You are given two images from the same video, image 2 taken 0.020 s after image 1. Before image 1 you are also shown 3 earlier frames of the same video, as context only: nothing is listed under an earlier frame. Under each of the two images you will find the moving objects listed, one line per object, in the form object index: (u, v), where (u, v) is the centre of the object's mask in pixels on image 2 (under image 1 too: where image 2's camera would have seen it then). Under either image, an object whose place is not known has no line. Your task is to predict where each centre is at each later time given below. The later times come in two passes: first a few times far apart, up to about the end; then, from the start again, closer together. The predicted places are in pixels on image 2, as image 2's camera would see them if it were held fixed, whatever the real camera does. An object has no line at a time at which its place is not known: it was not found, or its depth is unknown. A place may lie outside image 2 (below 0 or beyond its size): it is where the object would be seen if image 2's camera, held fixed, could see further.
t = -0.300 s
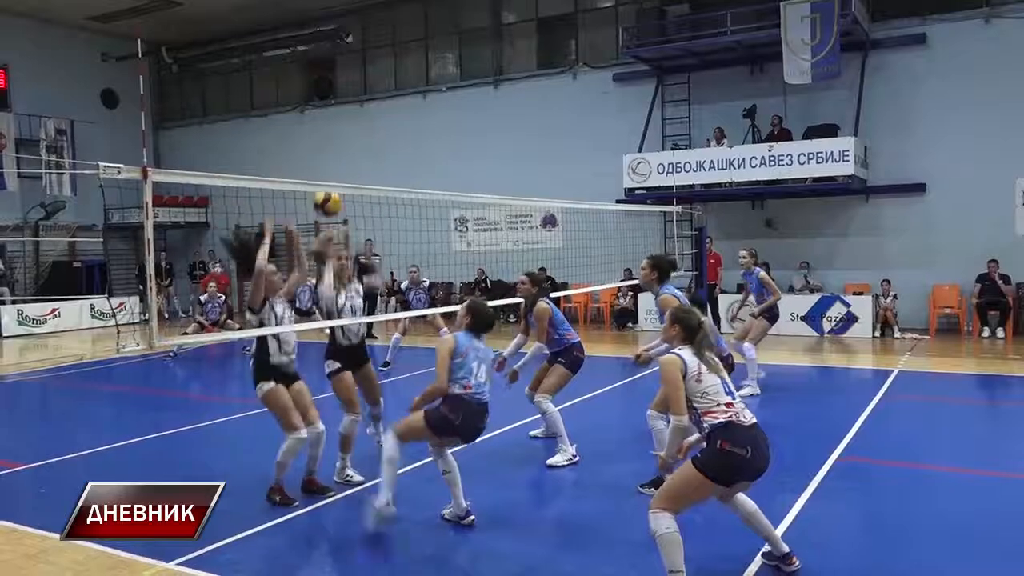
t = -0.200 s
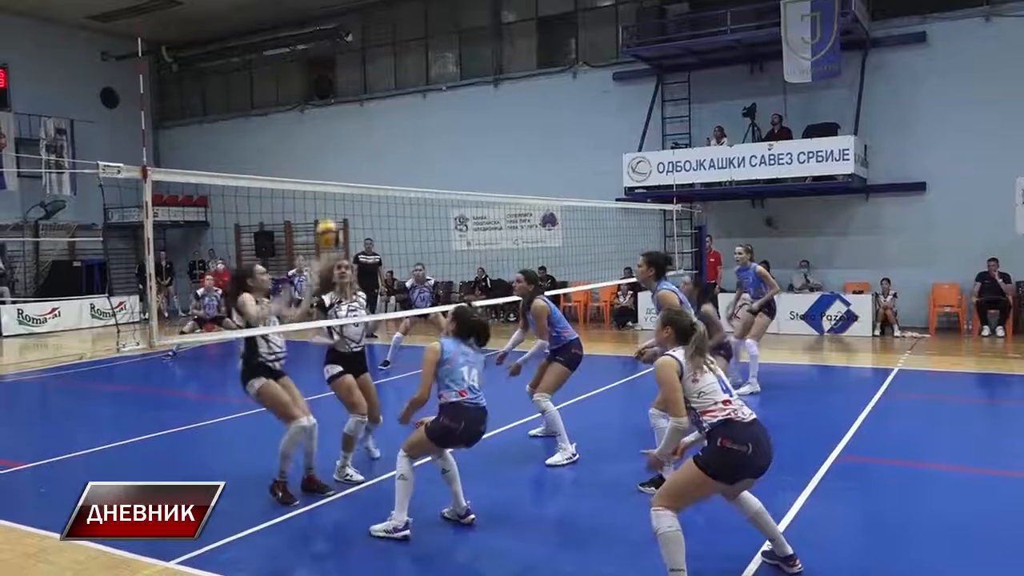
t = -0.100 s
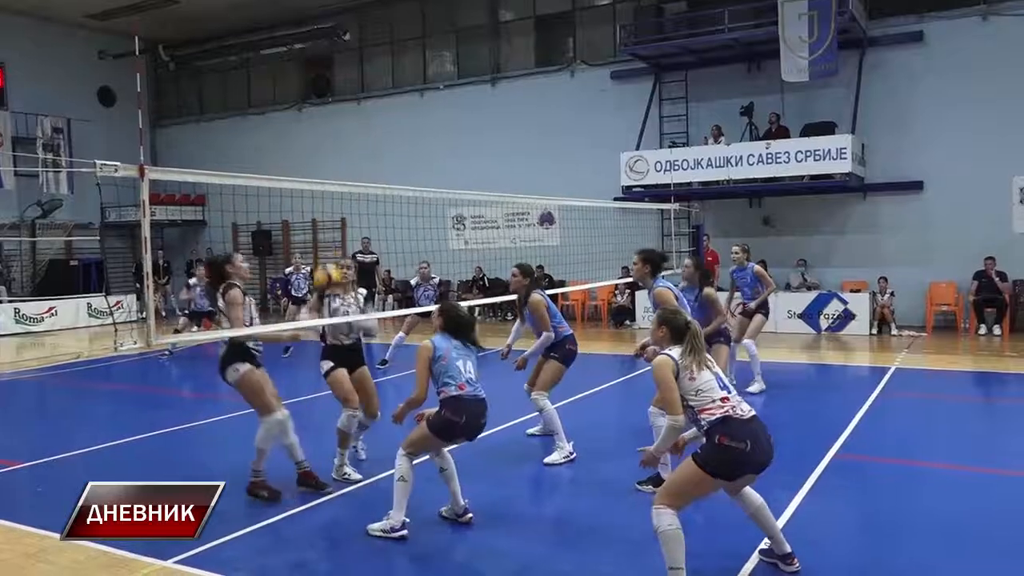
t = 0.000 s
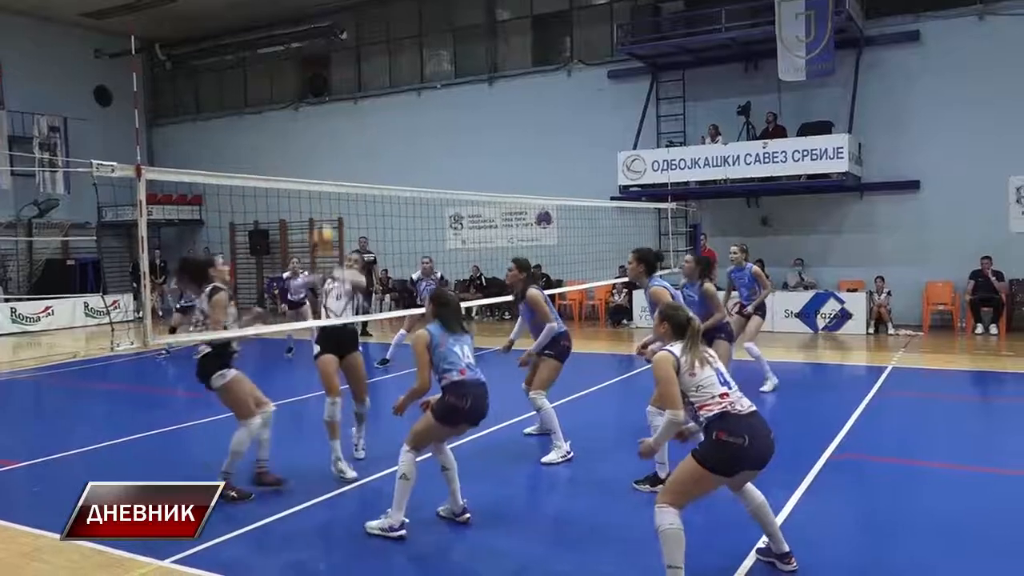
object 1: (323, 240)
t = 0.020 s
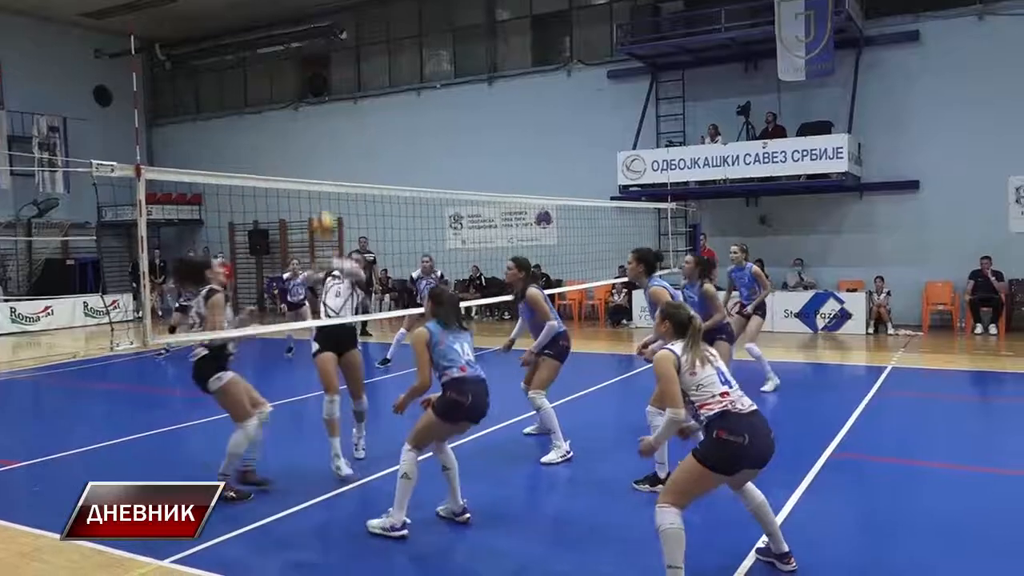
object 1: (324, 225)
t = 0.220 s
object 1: (323, 129)
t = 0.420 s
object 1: (325, 91)
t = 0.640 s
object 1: (329, 97)
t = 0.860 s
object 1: (334, 144)
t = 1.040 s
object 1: (340, 204)
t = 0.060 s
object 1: (323, 202)
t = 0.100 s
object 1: (323, 173)
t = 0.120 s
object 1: (323, 168)
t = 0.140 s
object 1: (323, 160)
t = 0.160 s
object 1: (323, 152)
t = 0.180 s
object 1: (323, 143)
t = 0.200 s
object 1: (323, 136)
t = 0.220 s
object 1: (323, 129)
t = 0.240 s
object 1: (323, 123)
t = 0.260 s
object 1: (323, 118)
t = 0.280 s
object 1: (323, 113)
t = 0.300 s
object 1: (323, 108)
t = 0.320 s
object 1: (324, 104)
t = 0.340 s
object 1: (323, 100)
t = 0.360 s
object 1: (324, 98)
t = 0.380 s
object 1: (324, 95)
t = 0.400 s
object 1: (324, 93)
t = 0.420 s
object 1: (325, 91)
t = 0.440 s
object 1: (325, 90)
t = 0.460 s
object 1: (326, 89)
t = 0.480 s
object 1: (326, 89)
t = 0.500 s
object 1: (326, 89)
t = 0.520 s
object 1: (326, 90)
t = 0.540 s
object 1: (327, 90)
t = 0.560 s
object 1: (327, 90)
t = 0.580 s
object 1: (327, 91)
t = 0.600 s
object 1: (328, 93)
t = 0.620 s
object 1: (328, 95)
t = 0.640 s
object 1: (329, 97)
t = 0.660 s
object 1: (329, 100)
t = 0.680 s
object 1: (329, 102)
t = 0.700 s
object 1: (329, 106)
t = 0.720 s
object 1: (329, 109)
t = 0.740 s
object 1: (330, 113)
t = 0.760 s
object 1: (331, 118)
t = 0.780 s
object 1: (331, 123)
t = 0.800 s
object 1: (332, 127)
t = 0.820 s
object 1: (333, 133)
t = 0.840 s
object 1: (334, 138)
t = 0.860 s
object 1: (334, 144)
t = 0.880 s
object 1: (335, 149)
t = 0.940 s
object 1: (336, 168)
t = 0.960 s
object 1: (337, 173)
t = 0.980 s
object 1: (338, 177)
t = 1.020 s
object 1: (340, 199)
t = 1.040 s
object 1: (340, 204)
